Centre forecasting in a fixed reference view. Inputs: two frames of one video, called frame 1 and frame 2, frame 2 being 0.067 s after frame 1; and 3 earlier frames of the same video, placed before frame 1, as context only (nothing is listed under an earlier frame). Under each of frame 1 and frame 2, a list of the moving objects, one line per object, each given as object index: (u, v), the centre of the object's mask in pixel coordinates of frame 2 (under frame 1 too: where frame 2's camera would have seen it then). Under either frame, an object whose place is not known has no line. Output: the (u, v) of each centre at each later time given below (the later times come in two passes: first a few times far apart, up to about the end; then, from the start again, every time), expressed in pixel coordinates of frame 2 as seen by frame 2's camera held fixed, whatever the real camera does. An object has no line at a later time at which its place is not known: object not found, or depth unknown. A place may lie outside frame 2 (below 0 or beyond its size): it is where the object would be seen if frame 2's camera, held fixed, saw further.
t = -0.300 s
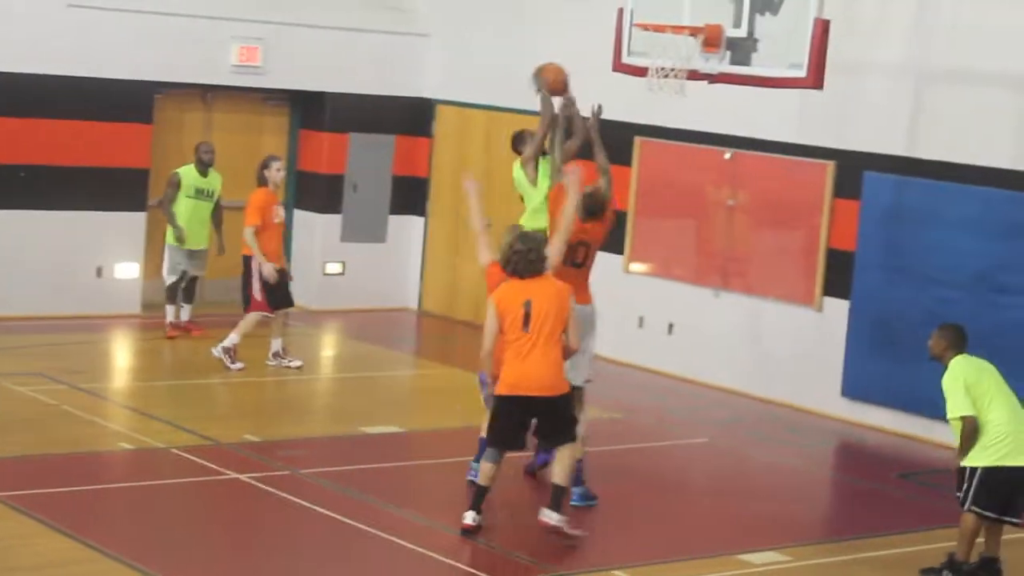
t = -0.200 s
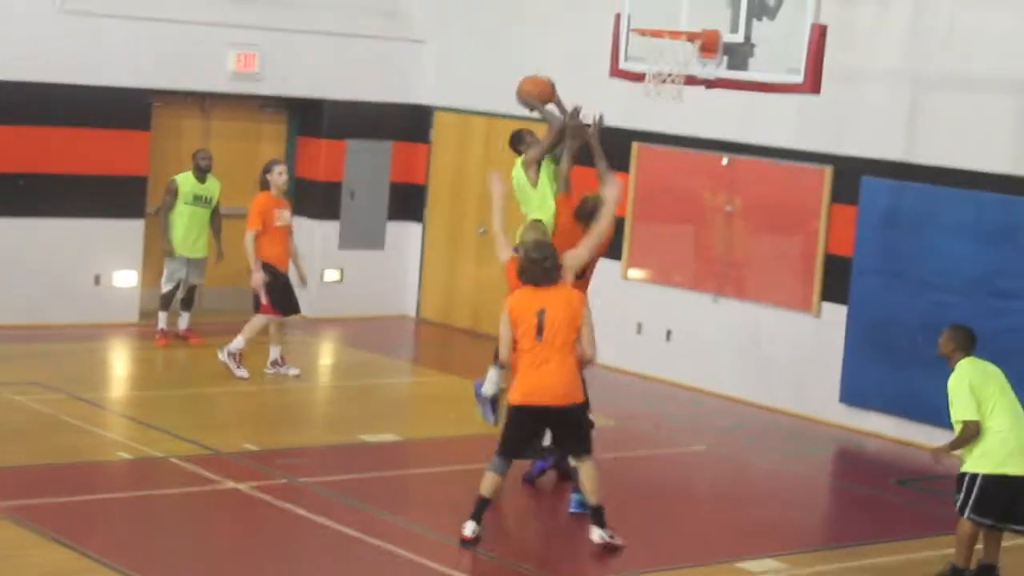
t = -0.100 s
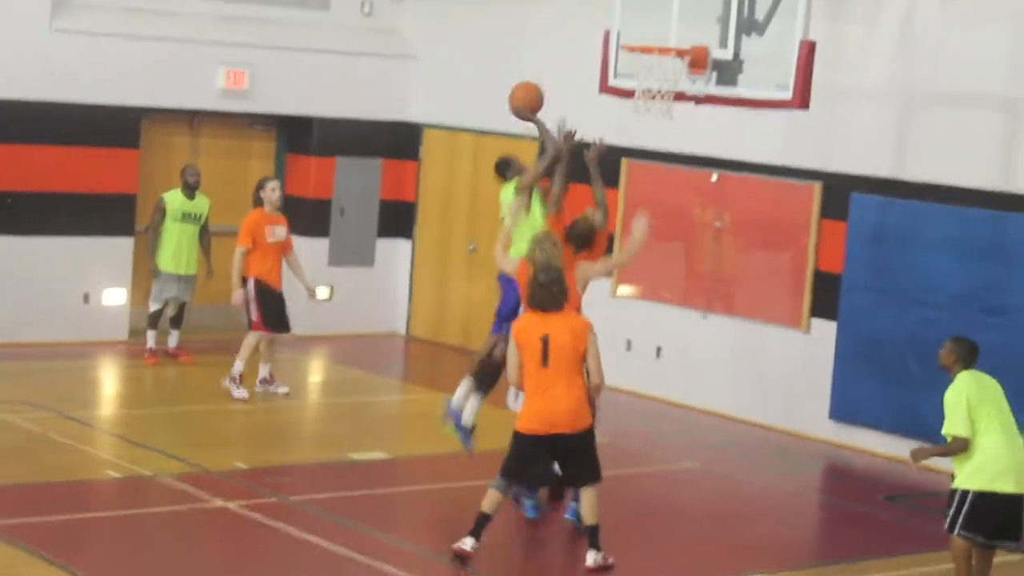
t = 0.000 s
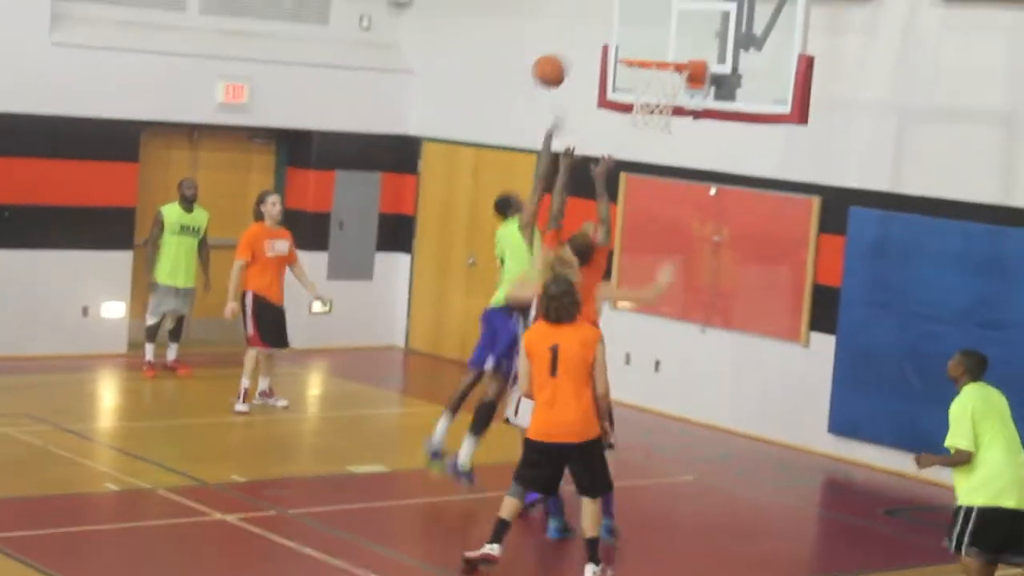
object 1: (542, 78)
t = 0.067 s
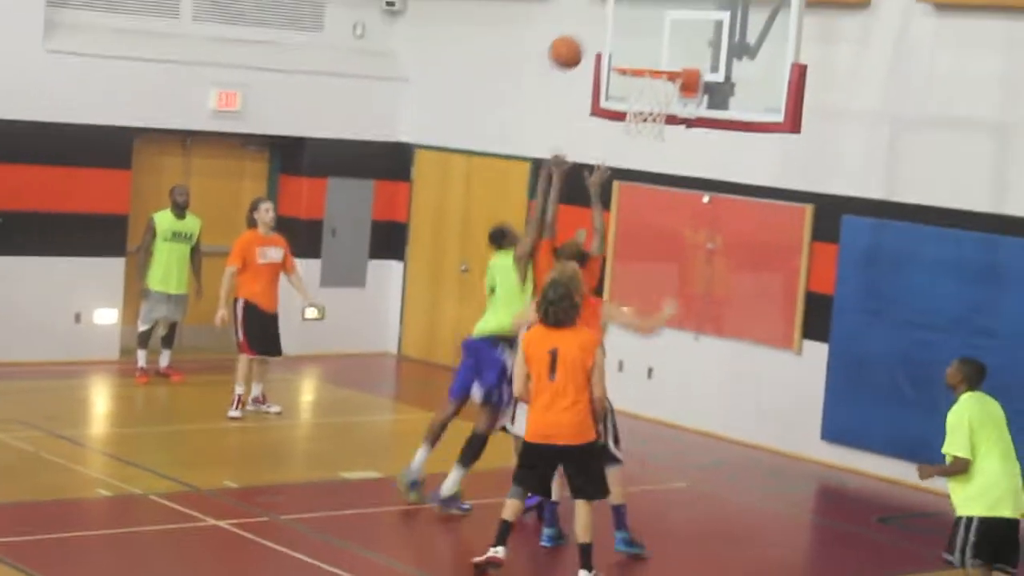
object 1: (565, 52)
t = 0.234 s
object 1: (619, 13)
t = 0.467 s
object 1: (642, 34)
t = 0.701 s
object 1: (628, 108)
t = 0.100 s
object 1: (576, 41)
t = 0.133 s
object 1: (587, 32)
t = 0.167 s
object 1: (598, 24)
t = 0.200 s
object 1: (609, 17)
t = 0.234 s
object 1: (619, 13)
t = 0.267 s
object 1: (631, 10)
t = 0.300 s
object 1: (641, 9)
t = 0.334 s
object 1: (651, 10)
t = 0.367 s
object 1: (652, 12)
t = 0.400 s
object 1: (649, 17)
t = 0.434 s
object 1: (646, 24)
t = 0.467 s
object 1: (642, 34)
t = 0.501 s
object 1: (640, 44)
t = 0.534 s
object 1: (636, 55)
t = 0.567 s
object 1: (632, 69)
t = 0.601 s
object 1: (629, 86)
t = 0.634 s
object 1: (627, 96)
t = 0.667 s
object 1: (627, 104)
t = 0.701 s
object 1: (628, 108)
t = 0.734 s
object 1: (630, 113)
